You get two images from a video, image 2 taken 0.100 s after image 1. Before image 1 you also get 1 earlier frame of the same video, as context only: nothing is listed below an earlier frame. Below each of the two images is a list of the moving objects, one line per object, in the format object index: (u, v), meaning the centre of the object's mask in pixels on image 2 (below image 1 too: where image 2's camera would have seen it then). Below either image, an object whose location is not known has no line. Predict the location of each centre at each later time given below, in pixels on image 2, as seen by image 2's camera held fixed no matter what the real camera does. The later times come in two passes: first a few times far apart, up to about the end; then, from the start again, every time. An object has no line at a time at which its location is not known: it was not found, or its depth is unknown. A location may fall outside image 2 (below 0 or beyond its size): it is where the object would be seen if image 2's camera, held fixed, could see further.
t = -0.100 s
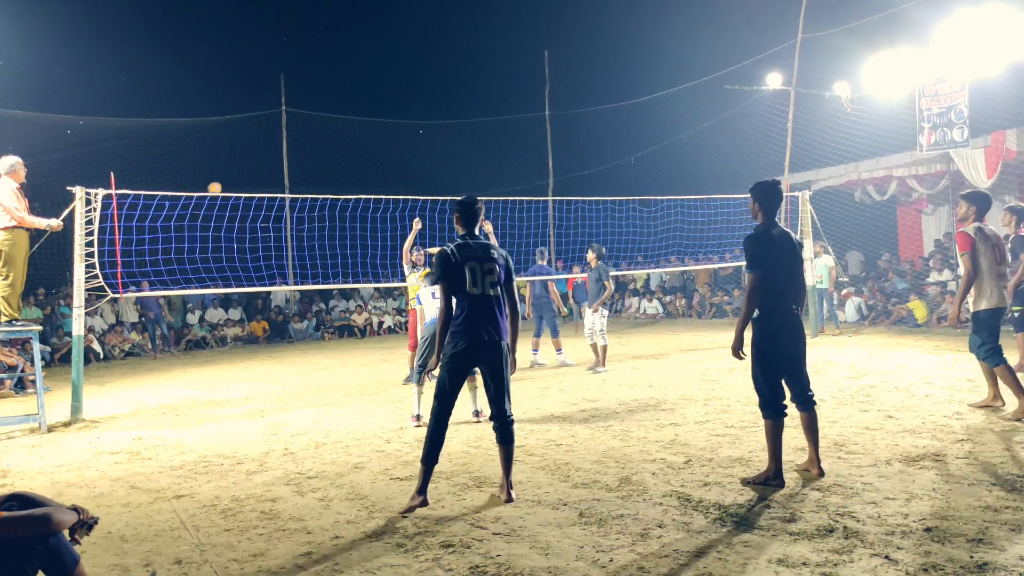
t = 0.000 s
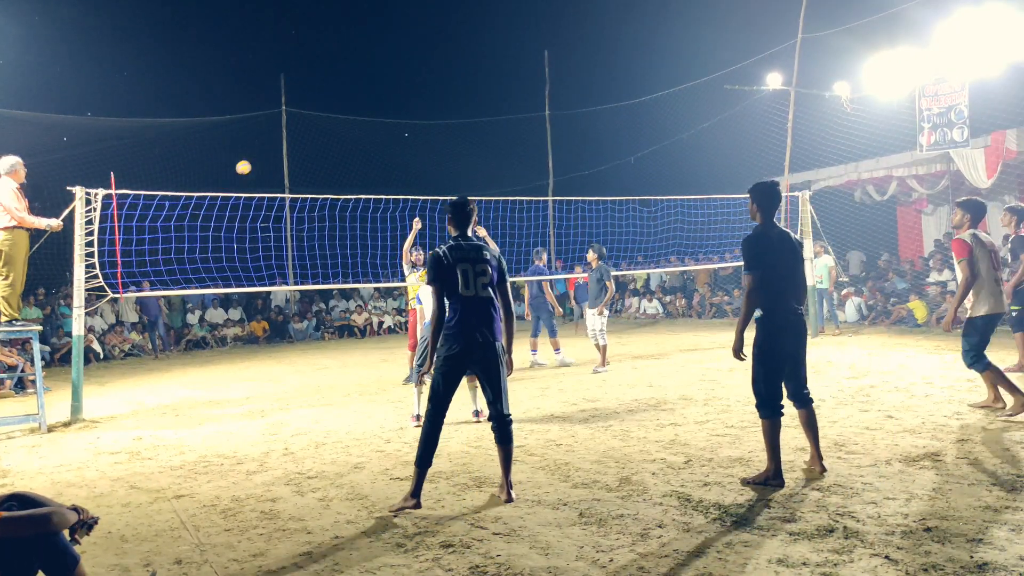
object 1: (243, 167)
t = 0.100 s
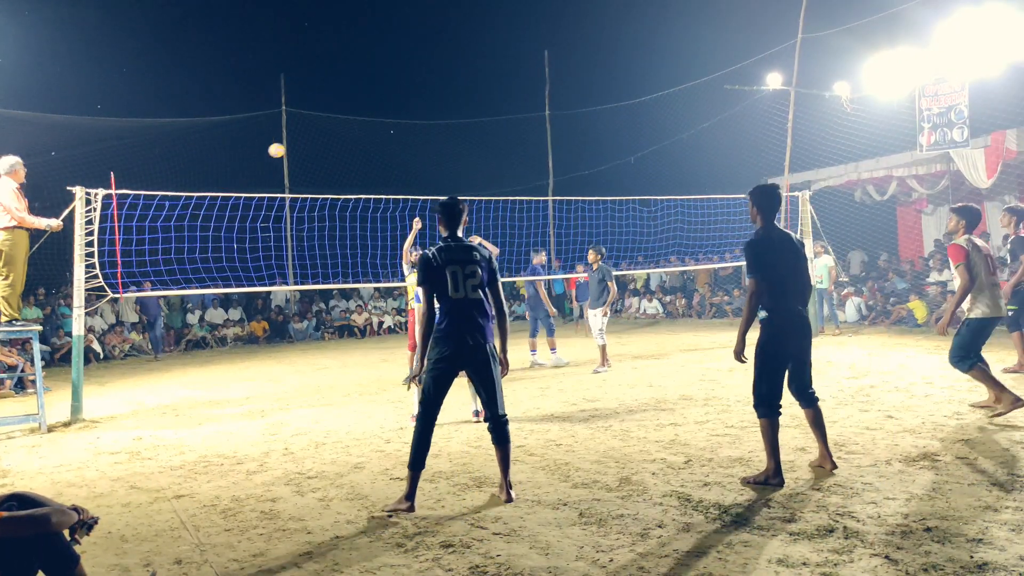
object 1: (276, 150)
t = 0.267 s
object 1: (341, 131)
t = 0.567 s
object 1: (497, 133)
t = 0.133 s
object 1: (289, 146)
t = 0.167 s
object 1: (301, 141)
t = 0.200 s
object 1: (313, 137)
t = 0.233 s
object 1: (328, 134)
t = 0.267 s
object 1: (341, 131)
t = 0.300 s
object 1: (354, 128)
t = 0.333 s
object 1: (370, 126)
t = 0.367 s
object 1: (385, 124)
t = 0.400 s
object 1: (401, 123)
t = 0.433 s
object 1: (418, 123)
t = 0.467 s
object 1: (437, 123)
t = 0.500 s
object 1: (456, 125)
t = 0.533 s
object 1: (476, 128)
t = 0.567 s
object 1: (497, 133)
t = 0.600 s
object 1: (520, 138)
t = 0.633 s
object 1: (544, 144)
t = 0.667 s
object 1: (570, 152)
